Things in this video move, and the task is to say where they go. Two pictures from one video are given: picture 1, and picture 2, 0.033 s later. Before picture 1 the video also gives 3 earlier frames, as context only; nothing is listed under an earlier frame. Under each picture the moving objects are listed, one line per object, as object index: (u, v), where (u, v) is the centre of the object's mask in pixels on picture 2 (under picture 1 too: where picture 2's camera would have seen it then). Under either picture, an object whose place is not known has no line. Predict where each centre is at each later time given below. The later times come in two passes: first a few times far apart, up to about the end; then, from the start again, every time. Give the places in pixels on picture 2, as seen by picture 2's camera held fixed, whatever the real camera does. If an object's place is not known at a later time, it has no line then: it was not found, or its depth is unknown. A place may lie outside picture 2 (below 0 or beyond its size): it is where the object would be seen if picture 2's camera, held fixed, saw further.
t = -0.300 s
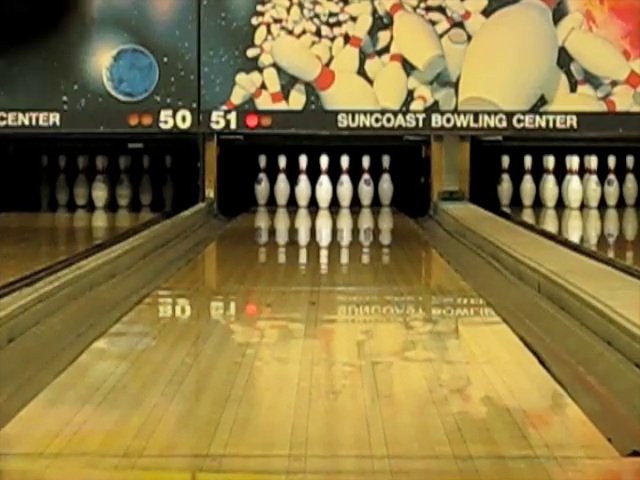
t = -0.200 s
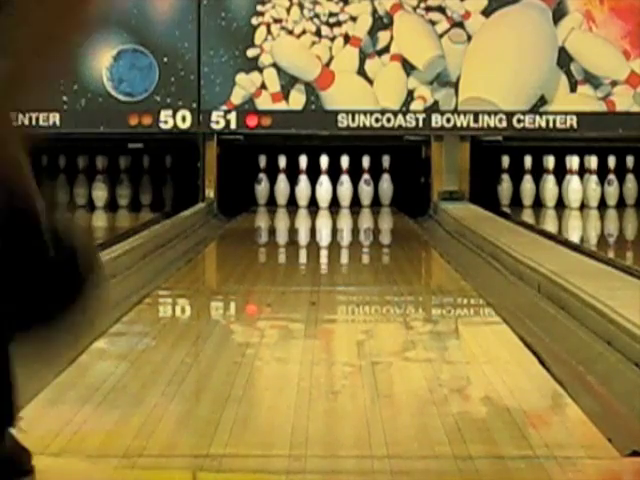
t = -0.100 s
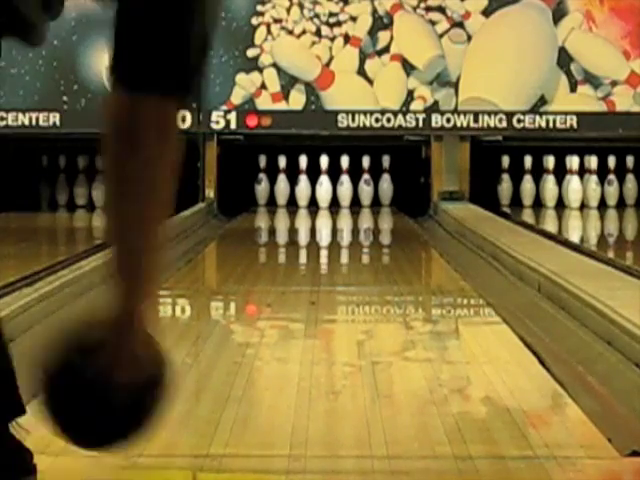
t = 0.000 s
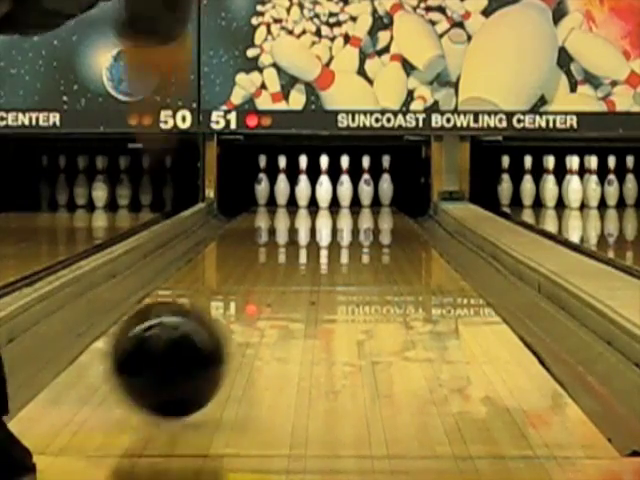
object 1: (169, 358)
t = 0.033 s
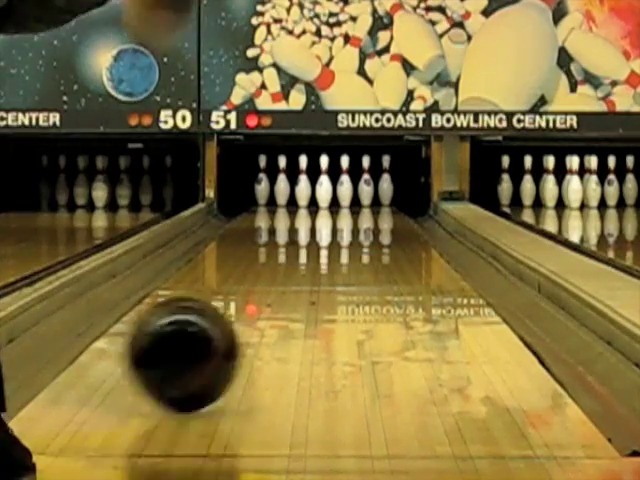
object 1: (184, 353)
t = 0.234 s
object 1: (256, 309)
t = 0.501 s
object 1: (313, 271)
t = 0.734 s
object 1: (345, 251)
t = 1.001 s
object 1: (368, 235)
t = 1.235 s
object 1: (380, 224)
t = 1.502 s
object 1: (387, 215)
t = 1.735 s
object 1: (384, 207)
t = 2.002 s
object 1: (373, 200)
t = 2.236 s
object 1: (353, 196)
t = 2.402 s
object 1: (343, 194)
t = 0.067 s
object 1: (199, 344)
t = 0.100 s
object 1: (212, 336)
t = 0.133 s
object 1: (224, 329)
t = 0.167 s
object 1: (236, 322)
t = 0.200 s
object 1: (246, 314)
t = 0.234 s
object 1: (256, 309)
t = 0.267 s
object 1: (265, 303)
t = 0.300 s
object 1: (273, 297)
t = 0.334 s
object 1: (281, 292)
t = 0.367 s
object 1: (288, 287)
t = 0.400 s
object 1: (295, 283)
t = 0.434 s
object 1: (301, 278)
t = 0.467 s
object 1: (307, 275)
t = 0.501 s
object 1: (313, 271)
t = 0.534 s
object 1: (318, 268)
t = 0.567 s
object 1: (323, 265)
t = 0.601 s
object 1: (328, 262)
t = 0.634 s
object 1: (332, 258)
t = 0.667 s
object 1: (337, 256)
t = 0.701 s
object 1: (341, 253)
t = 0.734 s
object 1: (345, 251)
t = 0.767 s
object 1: (348, 249)
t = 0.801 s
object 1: (352, 246)
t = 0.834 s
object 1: (355, 244)
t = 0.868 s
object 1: (358, 242)
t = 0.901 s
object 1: (361, 240)
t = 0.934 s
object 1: (363, 238)
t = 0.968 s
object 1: (366, 236)
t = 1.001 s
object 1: (368, 235)
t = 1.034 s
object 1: (370, 233)
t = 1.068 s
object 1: (372, 231)
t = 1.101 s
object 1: (374, 230)
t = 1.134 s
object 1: (375, 228)
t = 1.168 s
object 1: (378, 226)
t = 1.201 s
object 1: (379, 225)
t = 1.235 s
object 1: (380, 224)
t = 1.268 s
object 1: (381, 222)
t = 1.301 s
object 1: (383, 221)
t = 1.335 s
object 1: (384, 220)
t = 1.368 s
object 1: (384, 218)
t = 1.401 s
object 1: (385, 217)
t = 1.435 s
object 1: (386, 217)
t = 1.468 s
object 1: (386, 216)
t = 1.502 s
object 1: (387, 215)
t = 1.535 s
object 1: (387, 214)
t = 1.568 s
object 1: (387, 212)
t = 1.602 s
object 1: (386, 211)
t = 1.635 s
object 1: (386, 209)
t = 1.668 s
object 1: (386, 209)
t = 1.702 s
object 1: (385, 208)
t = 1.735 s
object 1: (384, 207)
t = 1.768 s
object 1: (383, 206)
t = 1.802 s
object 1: (382, 205)
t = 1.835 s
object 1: (381, 204)
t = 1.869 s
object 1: (380, 204)
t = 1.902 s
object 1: (378, 203)
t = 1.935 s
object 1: (376, 202)
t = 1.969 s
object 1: (375, 201)
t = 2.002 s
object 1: (373, 200)
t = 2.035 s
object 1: (371, 199)
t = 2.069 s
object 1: (369, 199)
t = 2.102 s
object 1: (365, 199)
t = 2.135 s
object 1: (362, 198)
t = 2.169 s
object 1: (361, 197)
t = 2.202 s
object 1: (357, 196)
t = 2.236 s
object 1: (353, 196)
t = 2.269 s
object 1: (350, 195)
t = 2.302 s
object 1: (347, 194)
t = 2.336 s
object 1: (343, 194)
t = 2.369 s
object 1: (341, 194)
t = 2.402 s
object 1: (343, 194)
